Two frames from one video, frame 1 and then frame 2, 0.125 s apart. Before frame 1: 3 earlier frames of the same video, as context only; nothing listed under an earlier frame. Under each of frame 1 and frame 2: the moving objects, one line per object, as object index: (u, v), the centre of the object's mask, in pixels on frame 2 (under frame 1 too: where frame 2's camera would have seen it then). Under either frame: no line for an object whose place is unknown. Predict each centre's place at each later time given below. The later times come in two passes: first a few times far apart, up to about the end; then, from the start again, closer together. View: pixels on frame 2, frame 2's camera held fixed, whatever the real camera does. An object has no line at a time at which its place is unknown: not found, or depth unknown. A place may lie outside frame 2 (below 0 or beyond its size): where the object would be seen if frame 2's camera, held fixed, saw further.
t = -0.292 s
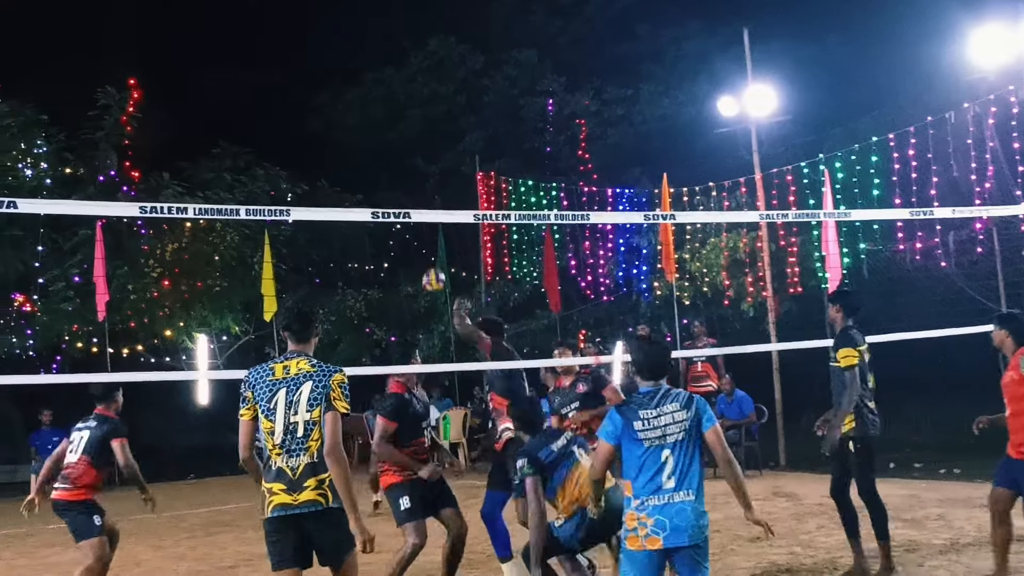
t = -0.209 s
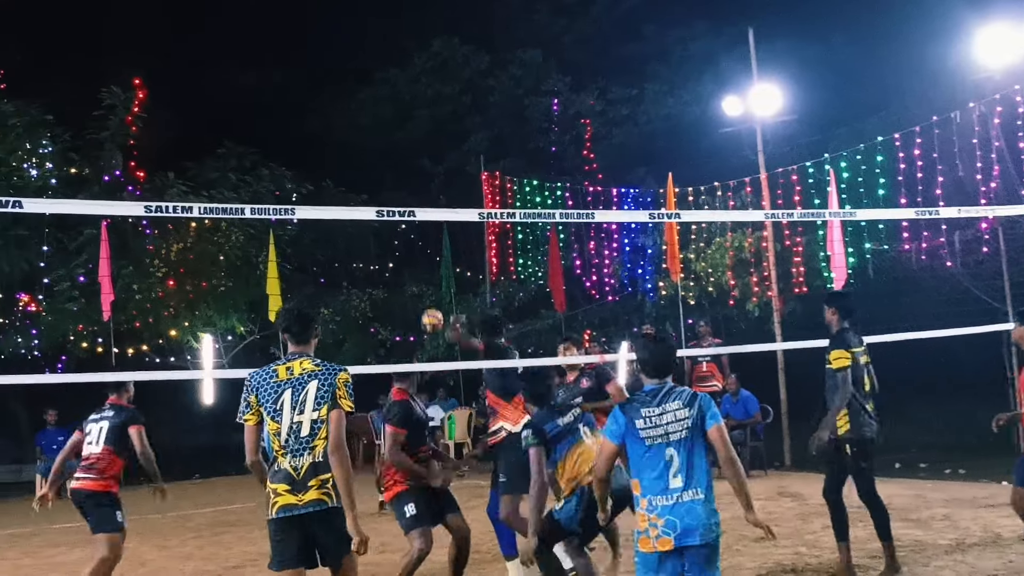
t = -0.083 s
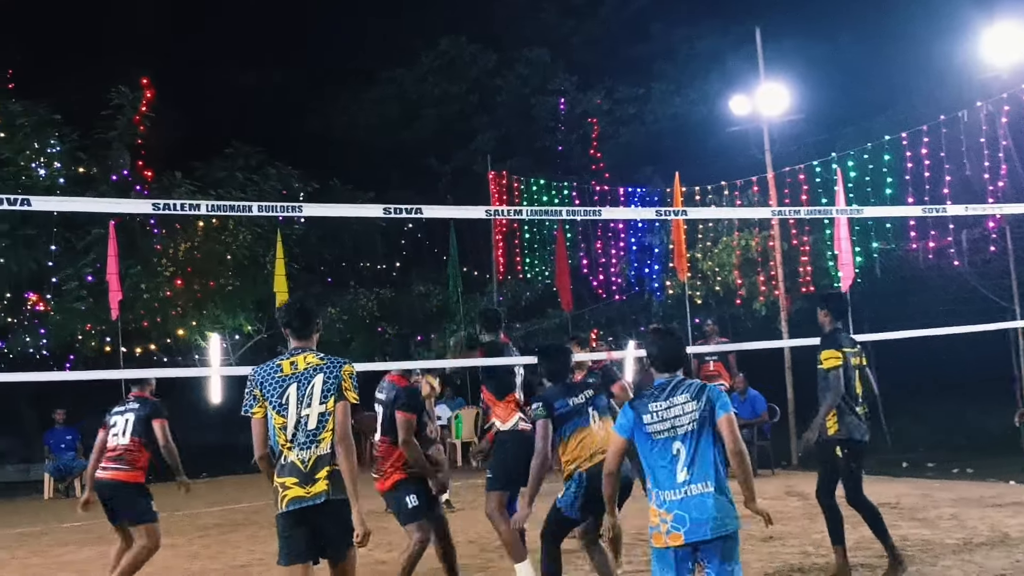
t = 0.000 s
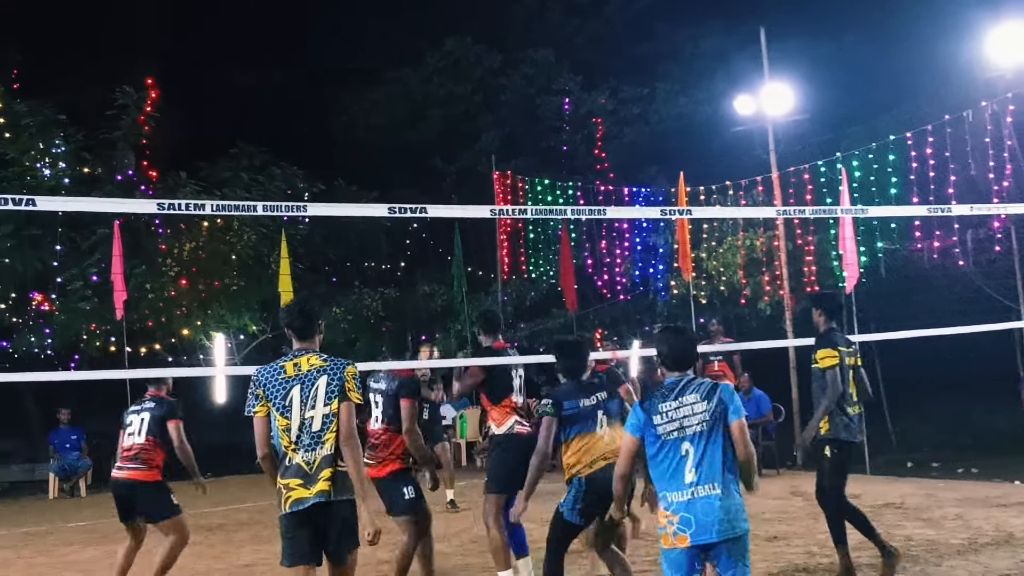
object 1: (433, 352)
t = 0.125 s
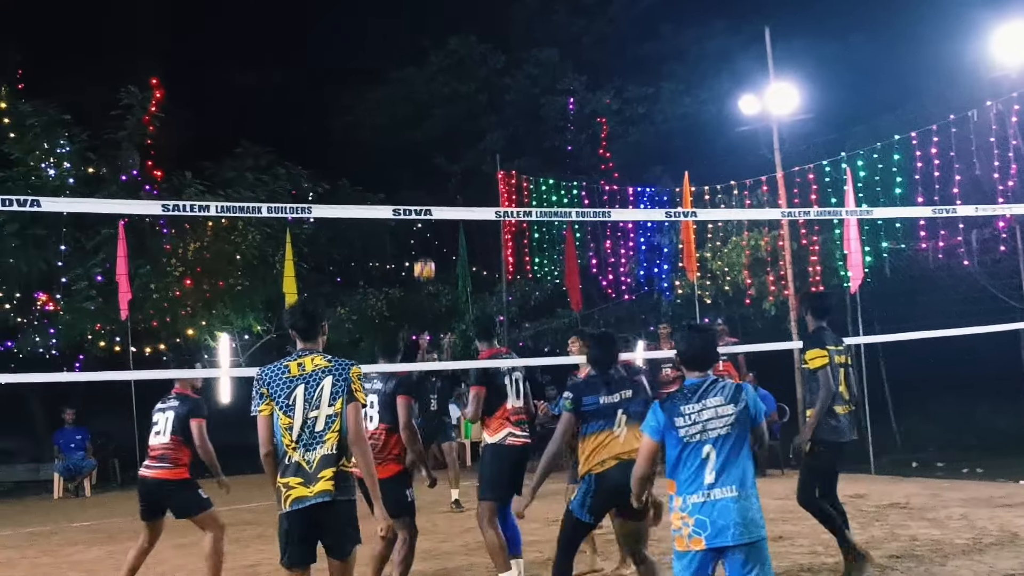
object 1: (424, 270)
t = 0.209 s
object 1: (417, 225)
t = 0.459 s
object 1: (398, 99)
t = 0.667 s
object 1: (383, 44)
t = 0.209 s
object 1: (417, 225)
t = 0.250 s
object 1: (415, 195)
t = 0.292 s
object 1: (411, 173)
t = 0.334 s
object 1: (408, 152)
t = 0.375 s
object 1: (405, 133)
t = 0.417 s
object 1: (401, 116)
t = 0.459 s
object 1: (398, 99)
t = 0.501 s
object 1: (395, 85)
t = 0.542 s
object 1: (392, 72)
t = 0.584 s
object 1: (389, 61)
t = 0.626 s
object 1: (386, 52)
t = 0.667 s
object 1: (383, 44)
